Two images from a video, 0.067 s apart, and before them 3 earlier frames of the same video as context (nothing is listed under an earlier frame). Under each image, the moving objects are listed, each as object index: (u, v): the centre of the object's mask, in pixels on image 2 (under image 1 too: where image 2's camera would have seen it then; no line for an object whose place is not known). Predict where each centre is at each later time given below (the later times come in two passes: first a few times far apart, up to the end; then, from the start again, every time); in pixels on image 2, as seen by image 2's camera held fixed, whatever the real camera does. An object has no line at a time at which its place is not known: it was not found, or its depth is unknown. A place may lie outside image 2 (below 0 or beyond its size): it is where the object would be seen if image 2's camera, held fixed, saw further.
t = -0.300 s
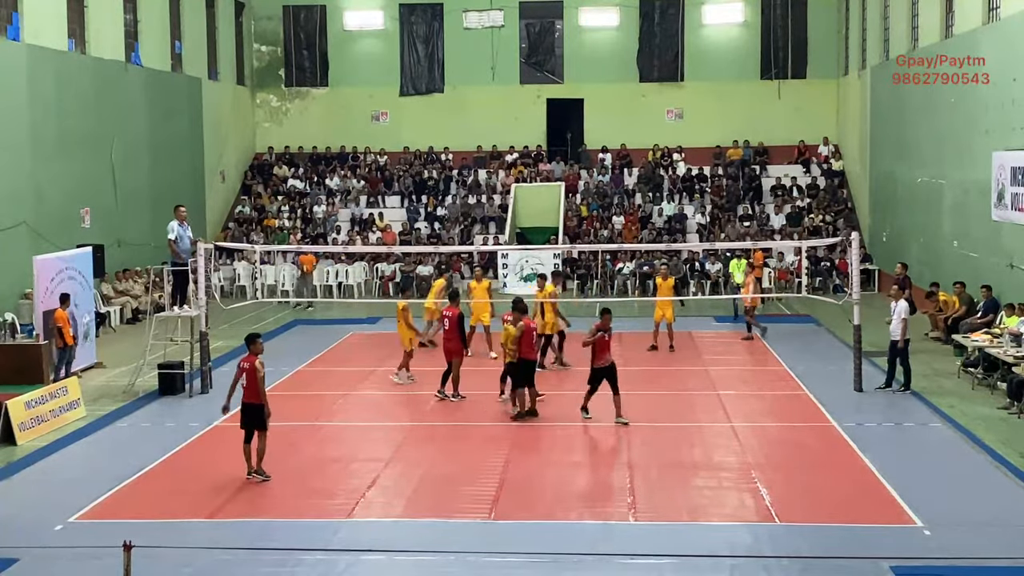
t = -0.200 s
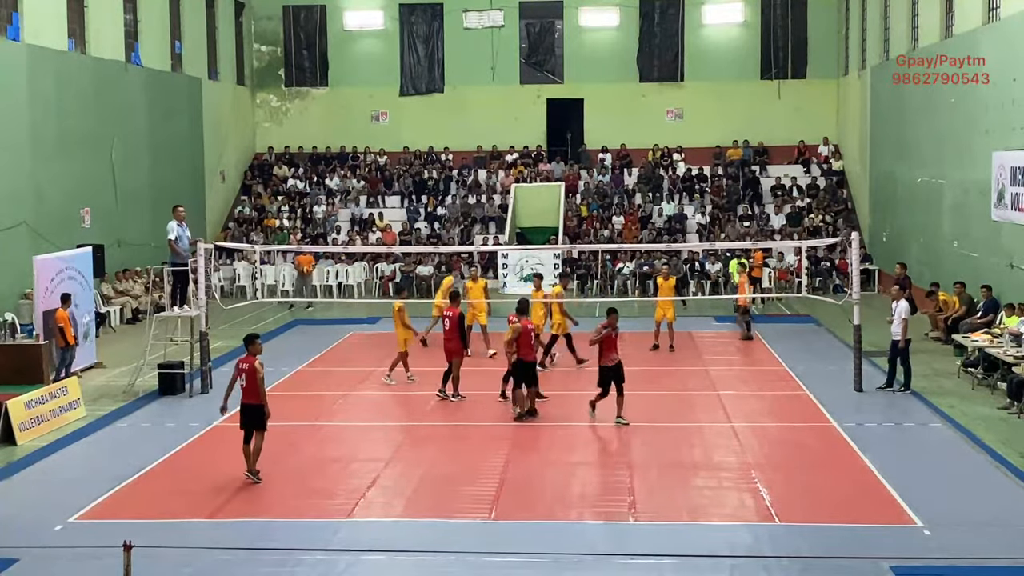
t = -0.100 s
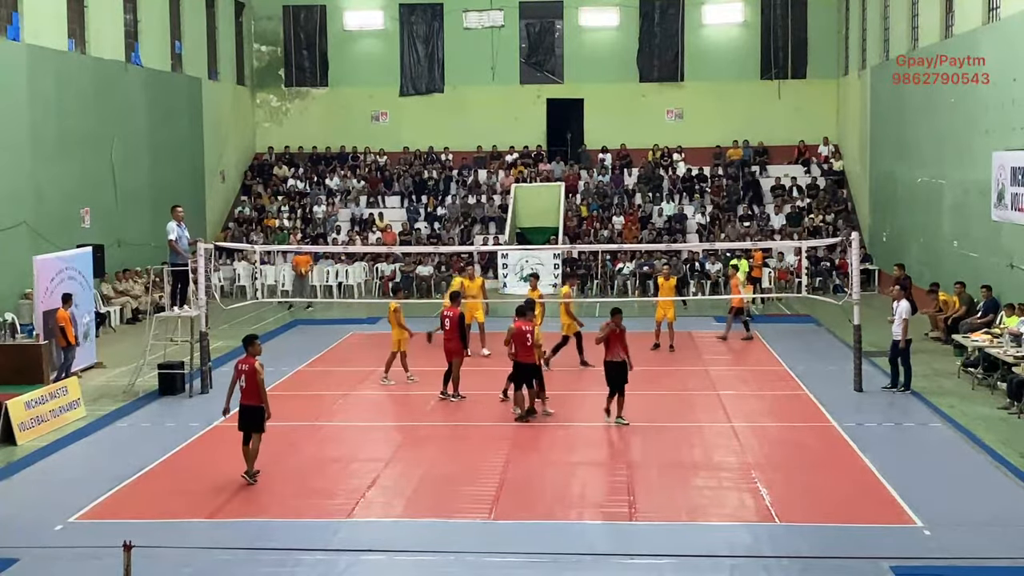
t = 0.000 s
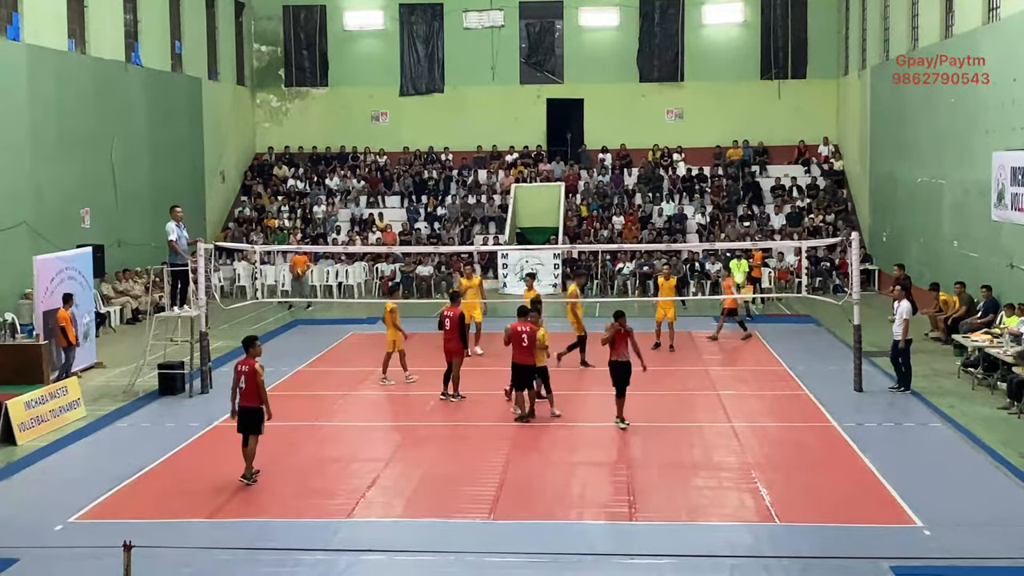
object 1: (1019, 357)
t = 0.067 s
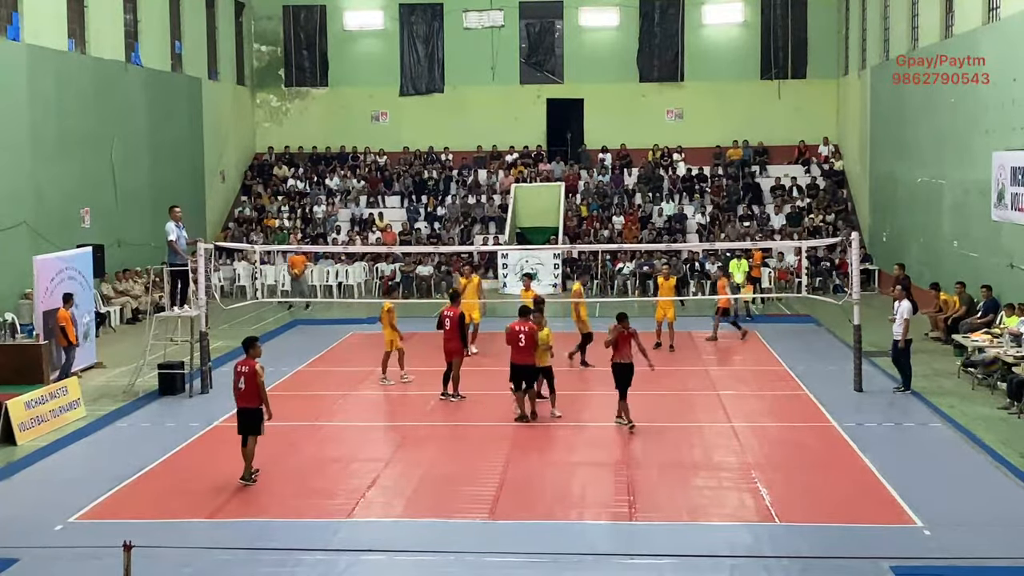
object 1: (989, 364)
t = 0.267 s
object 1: (891, 407)
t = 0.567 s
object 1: (785, 481)
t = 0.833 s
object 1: (749, 394)
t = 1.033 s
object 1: (725, 372)
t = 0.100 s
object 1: (972, 366)
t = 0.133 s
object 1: (953, 374)
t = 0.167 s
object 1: (937, 380)
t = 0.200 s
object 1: (923, 388)
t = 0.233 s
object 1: (906, 396)
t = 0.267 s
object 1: (891, 407)
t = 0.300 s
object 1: (877, 417)
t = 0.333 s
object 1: (862, 428)
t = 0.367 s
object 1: (849, 439)
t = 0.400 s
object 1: (836, 452)
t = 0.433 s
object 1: (823, 464)
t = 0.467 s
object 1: (811, 478)
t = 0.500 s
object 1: (799, 491)
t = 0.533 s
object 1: (790, 498)
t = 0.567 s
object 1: (785, 481)
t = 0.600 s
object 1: (780, 467)
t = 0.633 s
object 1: (776, 454)
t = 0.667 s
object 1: (771, 439)
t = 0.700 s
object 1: (767, 429)
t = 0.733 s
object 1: (763, 418)
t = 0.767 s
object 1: (758, 408)
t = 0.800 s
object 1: (754, 402)
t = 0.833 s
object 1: (749, 394)
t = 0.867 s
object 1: (745, 389)
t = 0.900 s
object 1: (741, 383)
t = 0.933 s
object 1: (737, 379)
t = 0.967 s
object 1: (733, 376)
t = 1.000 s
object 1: (729, 374)
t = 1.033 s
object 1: (725, 372)
